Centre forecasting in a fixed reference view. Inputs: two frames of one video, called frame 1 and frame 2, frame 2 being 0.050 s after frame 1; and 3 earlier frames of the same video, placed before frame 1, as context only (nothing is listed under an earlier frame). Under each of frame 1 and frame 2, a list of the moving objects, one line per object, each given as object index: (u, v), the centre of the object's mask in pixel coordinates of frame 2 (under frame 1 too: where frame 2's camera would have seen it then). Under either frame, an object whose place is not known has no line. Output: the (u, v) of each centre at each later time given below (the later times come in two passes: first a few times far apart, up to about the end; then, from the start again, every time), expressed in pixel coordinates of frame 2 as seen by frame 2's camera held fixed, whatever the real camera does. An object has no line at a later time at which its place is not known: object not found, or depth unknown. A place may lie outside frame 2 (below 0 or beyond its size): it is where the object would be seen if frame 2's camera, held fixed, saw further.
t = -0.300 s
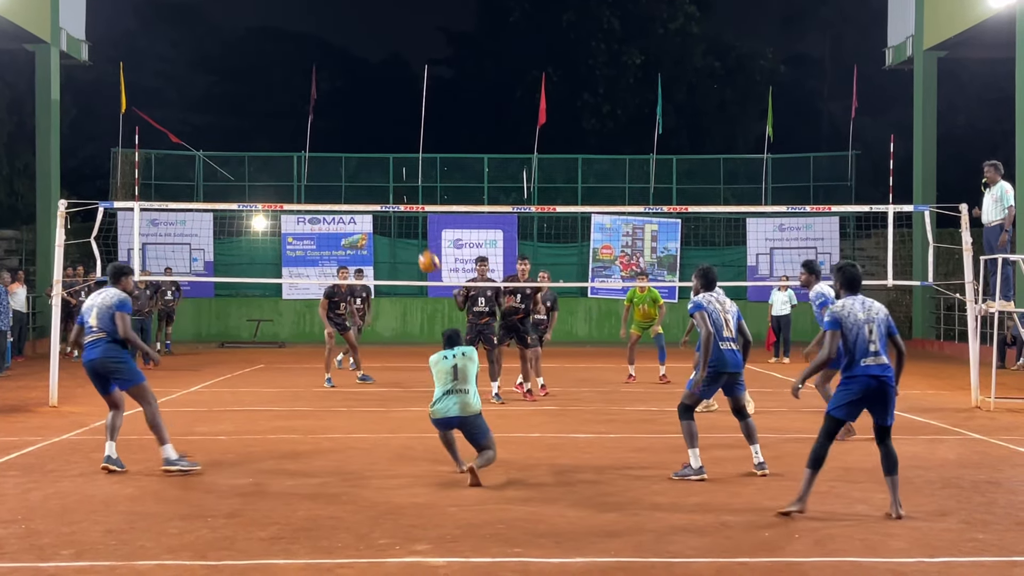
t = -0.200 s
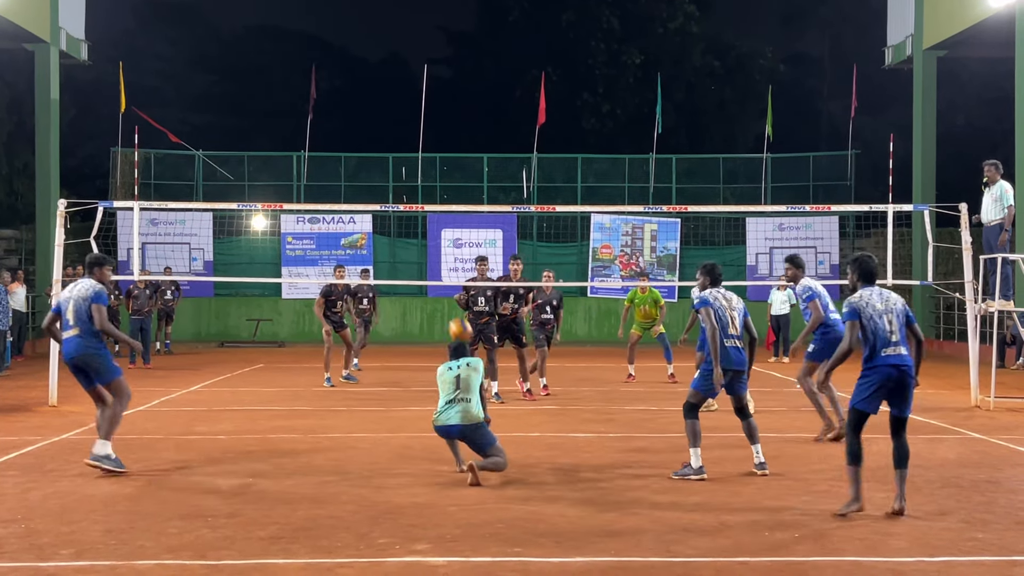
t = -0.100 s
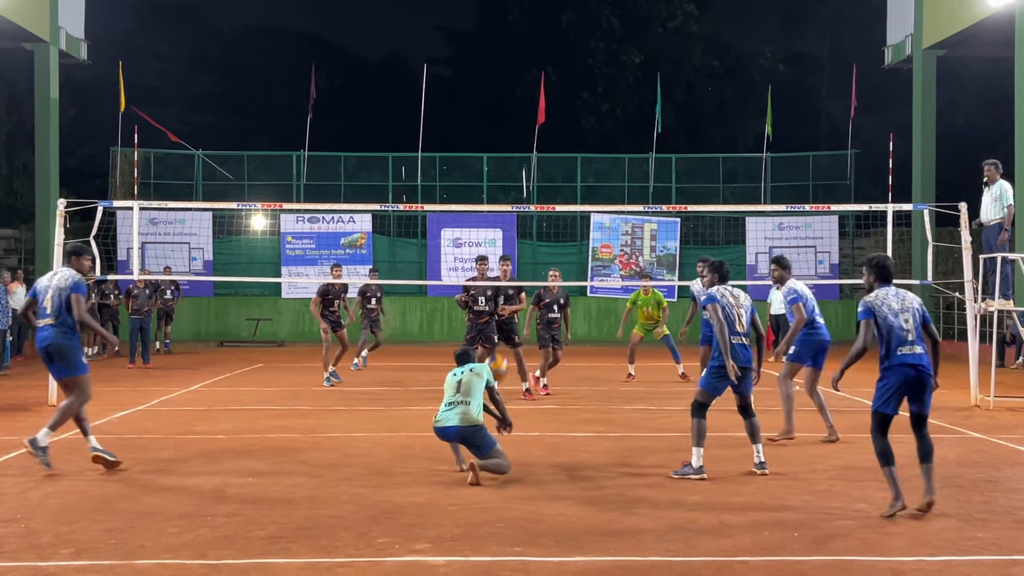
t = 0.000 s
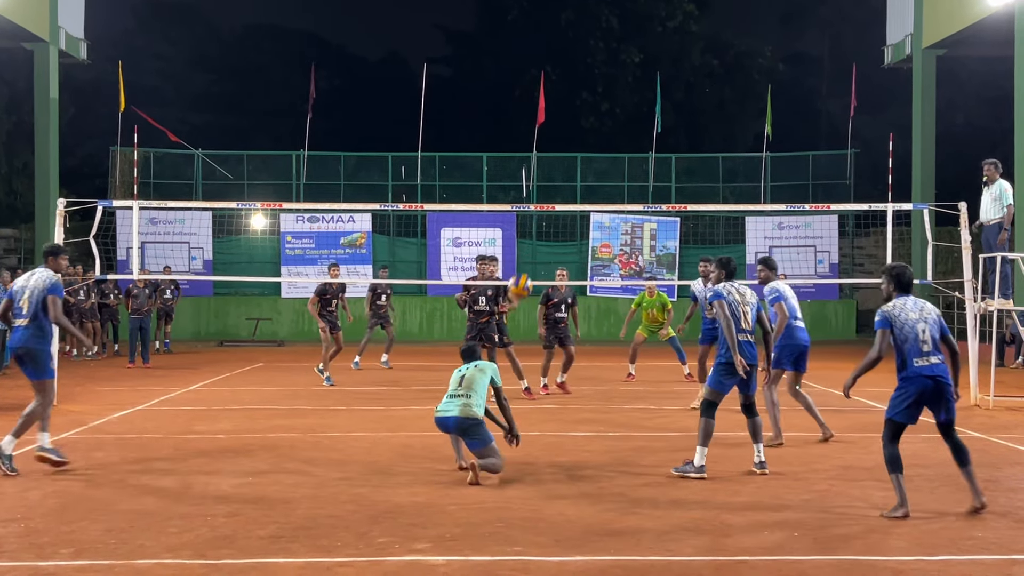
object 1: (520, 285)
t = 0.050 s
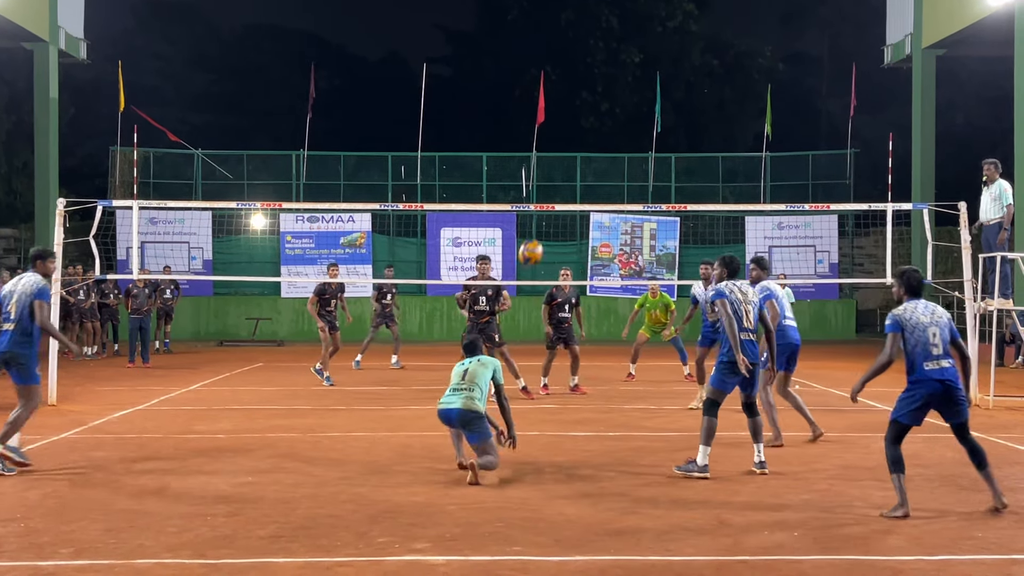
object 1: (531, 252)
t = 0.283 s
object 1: (580, 139)
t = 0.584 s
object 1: (635, 85)
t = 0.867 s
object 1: (680, 112)
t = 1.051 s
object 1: (706, 162)
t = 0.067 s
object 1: (534, 242)
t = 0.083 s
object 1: (538, 231)
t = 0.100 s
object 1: (542, 223)
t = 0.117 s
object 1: (546, 212)
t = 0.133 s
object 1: (550, 203)
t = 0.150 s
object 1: (553, 194)
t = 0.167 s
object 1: (557, 187)
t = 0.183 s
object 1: (560, 179)
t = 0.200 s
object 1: (563, 172)
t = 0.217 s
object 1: (567, 165)
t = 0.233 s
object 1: (570, 158)
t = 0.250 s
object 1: (574, 151)
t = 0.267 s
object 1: (577, 144)
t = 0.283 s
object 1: (580, 139)
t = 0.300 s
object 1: (584, 133)
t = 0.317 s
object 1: (587, 128)
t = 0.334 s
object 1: (590, 123)
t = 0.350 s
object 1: (593, 119)
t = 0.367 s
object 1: (596, 114)
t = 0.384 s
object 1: (599, 111)
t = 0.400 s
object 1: (603, 107)
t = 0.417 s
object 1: (606, 103)
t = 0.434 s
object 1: (609, 100)
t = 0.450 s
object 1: (612, 97)
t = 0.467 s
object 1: (615, 94)
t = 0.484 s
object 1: (618, 93)
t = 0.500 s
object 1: (621, 91)
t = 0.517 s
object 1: (624, 89)
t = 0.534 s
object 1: (627, 88)
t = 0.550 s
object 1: (630, 87)
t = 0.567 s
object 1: (633, 85)
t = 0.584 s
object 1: (635, 85)
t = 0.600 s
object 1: (638, 84)
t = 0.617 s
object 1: (641, 84)
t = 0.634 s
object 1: (644, 84)
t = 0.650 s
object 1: (647, 85)
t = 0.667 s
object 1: (649, 86)
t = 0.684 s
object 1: (652, 87)
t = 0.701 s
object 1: (655, 88)
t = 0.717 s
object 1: (657, 89)
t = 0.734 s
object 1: (660, 91)
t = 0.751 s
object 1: (663, 92)
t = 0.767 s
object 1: (665, 94)
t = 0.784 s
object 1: (668, 97)
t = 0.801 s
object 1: (671, 99)
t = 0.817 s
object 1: (673, 102)
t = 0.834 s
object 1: (675, 105)
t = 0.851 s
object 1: (678, 109)
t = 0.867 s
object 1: (680, 112)
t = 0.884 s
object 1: (683, 115)
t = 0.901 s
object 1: (685, 119)
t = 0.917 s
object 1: (688, 123)
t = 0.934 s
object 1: (690, 127)
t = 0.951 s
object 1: (693, 132)
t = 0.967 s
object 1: (695, 137)
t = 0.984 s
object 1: (697, 141)
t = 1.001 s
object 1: (699, 146)
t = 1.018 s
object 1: (702, 152)
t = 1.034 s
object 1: (704, 157)
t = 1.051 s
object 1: (706, 162)
